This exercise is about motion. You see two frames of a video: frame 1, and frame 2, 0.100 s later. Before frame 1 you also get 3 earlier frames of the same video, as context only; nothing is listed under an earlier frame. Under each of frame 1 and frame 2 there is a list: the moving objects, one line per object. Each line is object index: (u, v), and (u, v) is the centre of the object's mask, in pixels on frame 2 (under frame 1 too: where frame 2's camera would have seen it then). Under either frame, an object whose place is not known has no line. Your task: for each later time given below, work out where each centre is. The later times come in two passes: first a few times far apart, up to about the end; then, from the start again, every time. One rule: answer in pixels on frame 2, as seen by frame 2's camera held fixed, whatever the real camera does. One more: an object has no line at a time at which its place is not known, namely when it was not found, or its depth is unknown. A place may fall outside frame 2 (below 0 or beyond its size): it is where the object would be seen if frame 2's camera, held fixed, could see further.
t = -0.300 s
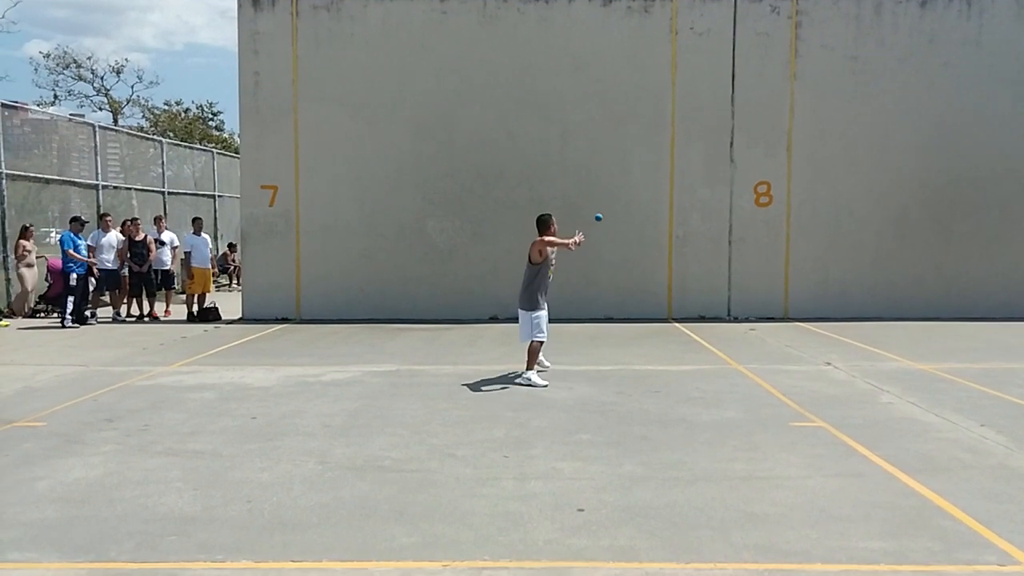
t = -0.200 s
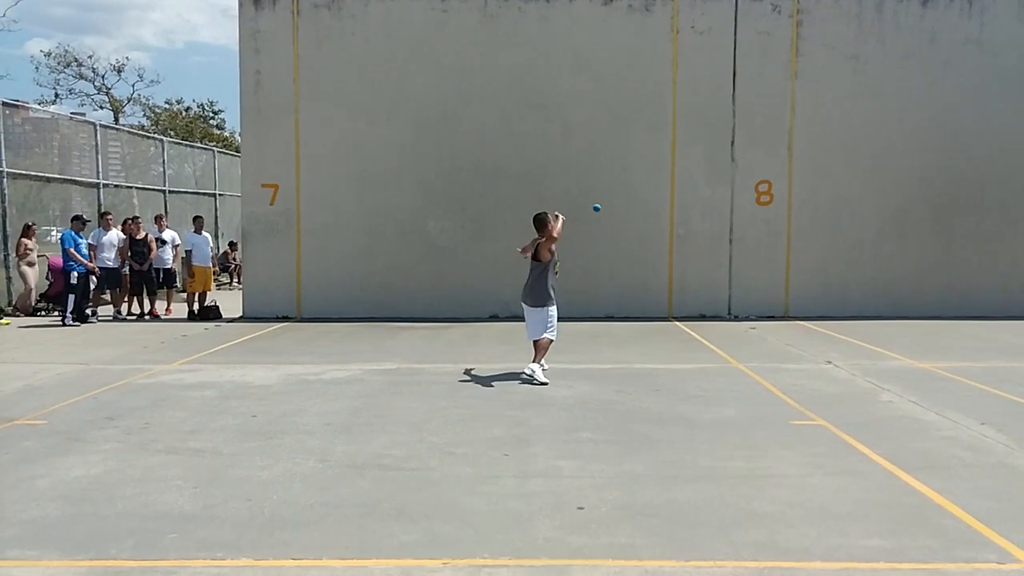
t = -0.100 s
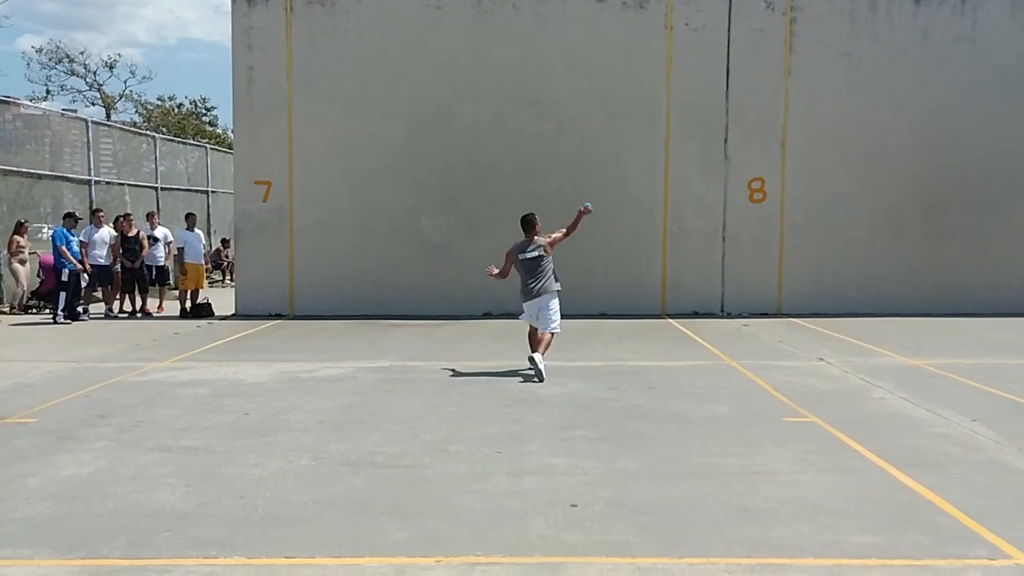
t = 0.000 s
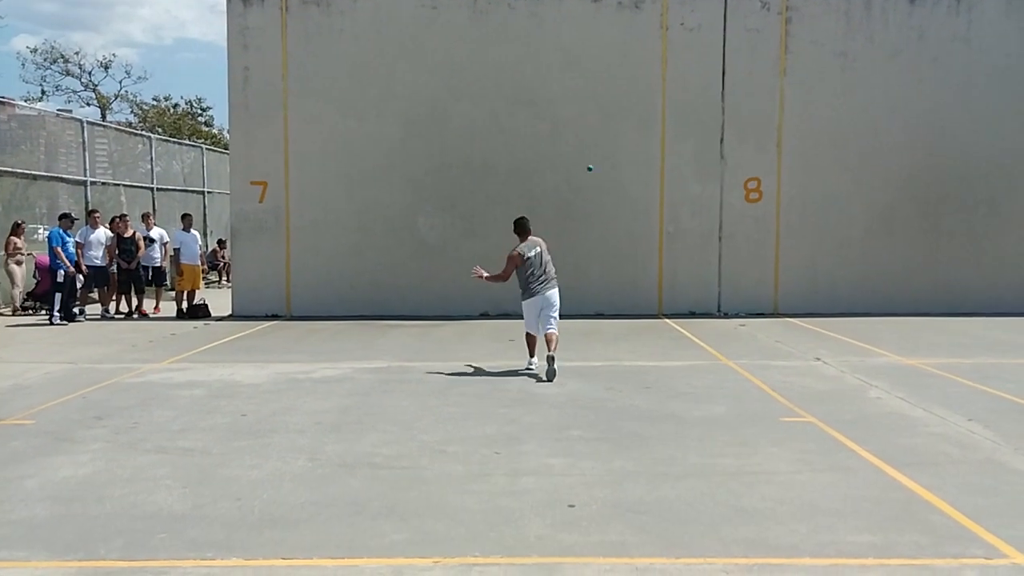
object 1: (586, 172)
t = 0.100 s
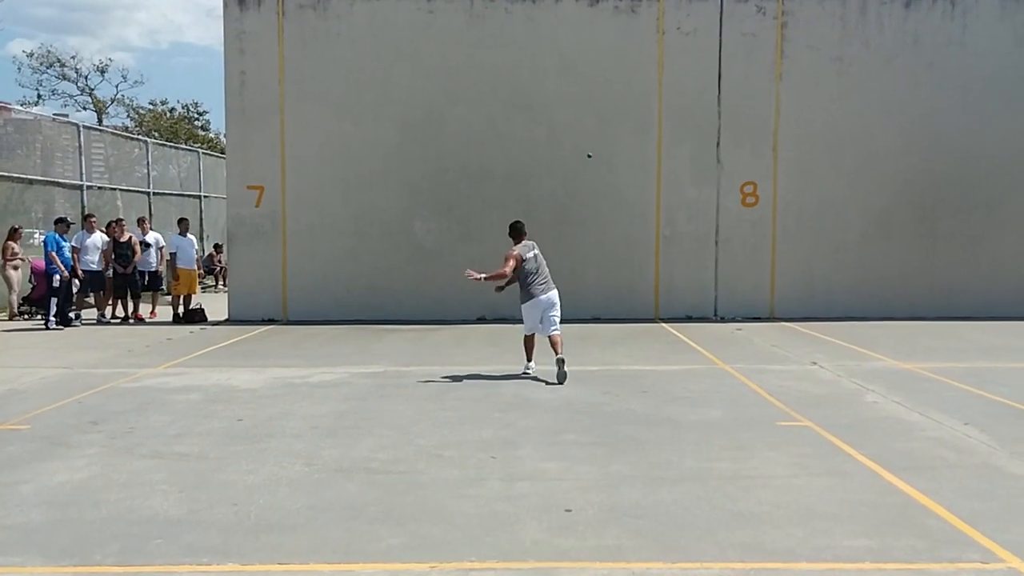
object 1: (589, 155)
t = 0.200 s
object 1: (597, 163)
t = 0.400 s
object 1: (623, 234)
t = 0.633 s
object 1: (689, 479)
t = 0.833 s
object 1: (742, 340)
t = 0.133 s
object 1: (590, 155)
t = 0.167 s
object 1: (593, 158)
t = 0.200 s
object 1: (597, 163)
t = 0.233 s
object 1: (601, 169)
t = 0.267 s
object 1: (605, 178)
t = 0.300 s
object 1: (609, 188)
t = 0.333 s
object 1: (613, 201)
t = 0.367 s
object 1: (618, 216)
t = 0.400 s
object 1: (623, 234)
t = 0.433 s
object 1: (629, 256)
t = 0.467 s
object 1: (635, 281)
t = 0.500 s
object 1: (643, 312)
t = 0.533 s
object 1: (651, 351)
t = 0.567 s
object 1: (663, 399)
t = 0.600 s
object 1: (678, 461)
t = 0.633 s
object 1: (689, 479)
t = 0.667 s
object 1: (695, 456)
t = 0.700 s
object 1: (702, 432)
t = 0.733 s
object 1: (710, 409)
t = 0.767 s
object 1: (719, 385)
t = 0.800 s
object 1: (730, 363)
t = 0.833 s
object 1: (742, 340)
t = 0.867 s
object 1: (756, 317)
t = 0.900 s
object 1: (771, 295)
